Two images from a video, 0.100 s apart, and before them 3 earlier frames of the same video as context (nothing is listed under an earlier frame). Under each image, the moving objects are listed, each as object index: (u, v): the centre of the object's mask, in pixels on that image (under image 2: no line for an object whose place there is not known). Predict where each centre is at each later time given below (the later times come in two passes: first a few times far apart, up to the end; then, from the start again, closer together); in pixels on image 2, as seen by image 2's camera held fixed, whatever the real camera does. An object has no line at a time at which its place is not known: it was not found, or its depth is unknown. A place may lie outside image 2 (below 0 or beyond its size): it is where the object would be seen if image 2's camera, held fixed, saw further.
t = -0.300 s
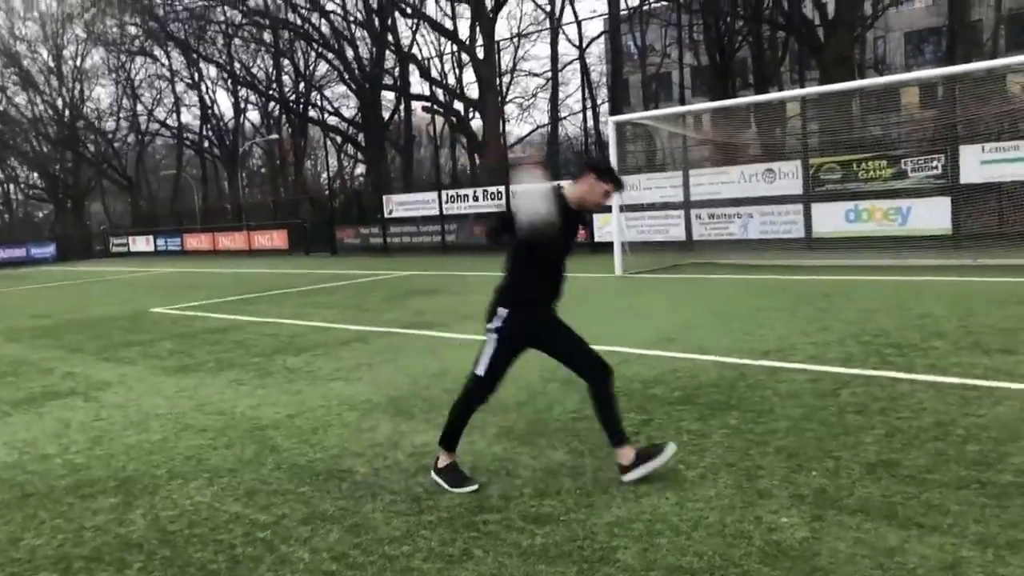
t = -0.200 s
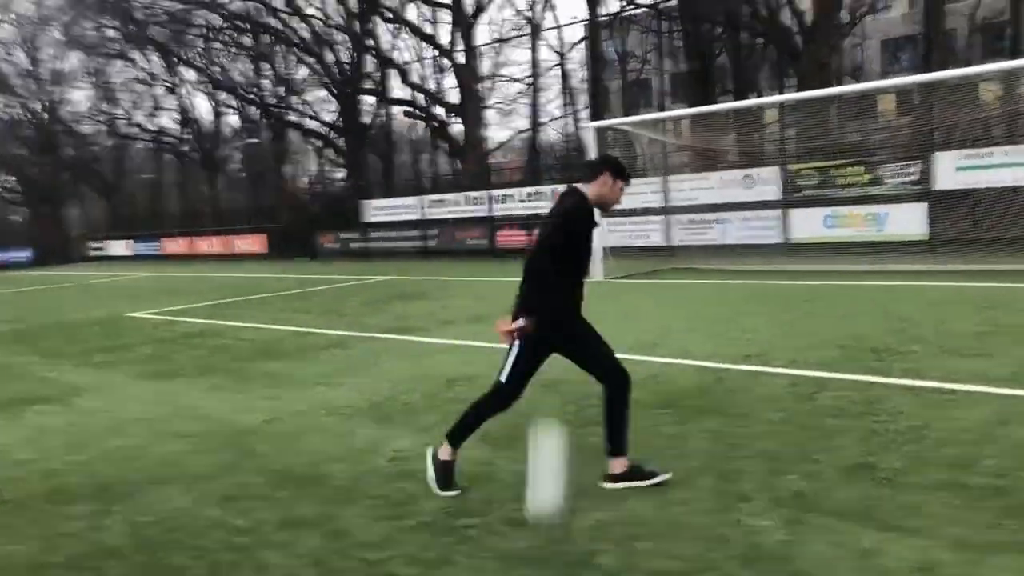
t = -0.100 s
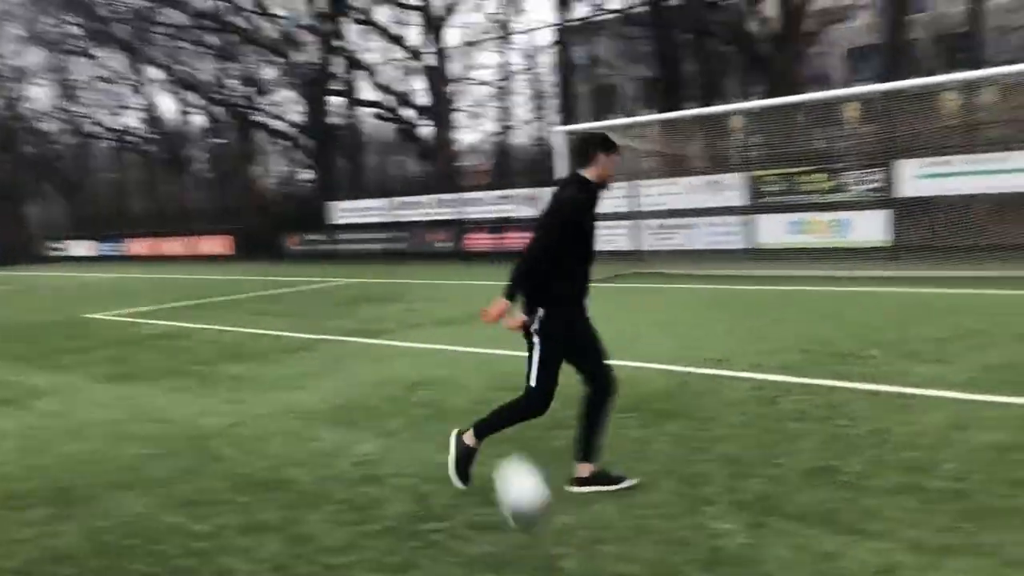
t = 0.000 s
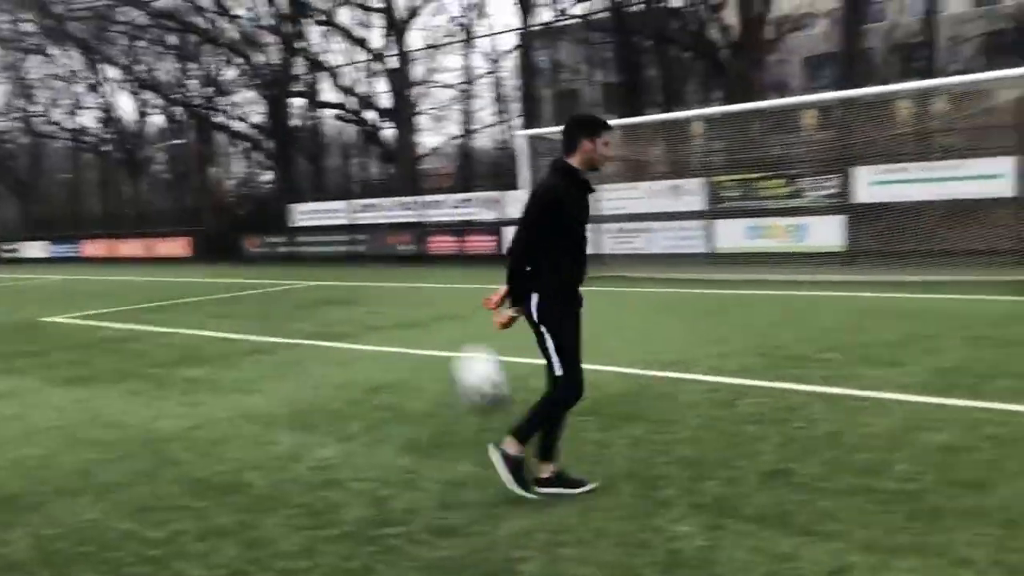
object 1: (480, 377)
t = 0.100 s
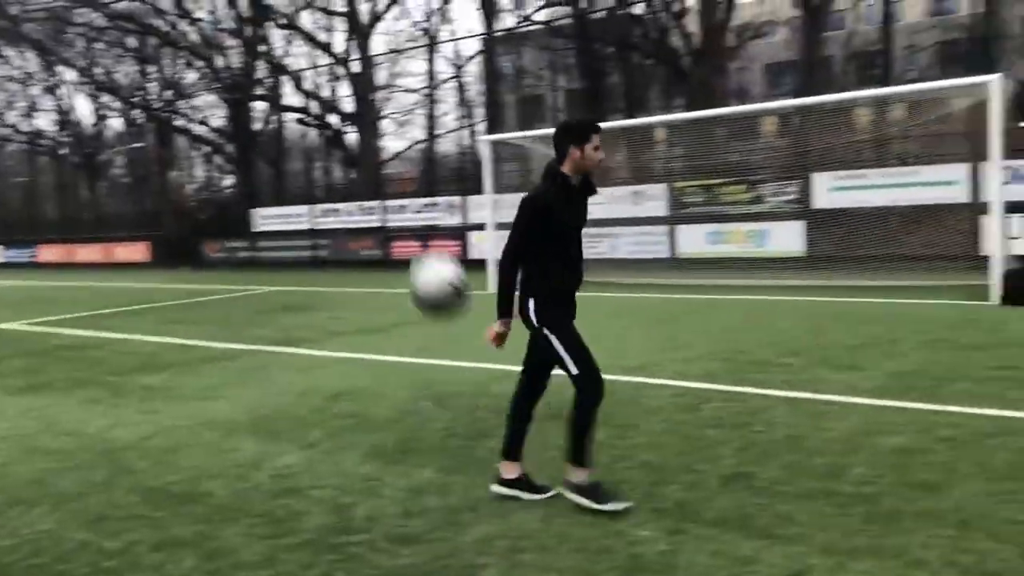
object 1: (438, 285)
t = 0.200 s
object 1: (433, 205)
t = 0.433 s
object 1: (430, 131)
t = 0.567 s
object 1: (437, 167)
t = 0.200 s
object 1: (433, 205)
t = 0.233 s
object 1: (432, 186)
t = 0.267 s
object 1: (432, 169)
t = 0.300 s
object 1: (436, 163)
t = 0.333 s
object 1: (428, 142)
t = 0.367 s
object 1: (428, 135)
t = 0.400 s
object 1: (429, 132)
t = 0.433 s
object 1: (430, 131)
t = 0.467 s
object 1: (433, 133)
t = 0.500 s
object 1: (432, 140)
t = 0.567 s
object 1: (437, 167)
